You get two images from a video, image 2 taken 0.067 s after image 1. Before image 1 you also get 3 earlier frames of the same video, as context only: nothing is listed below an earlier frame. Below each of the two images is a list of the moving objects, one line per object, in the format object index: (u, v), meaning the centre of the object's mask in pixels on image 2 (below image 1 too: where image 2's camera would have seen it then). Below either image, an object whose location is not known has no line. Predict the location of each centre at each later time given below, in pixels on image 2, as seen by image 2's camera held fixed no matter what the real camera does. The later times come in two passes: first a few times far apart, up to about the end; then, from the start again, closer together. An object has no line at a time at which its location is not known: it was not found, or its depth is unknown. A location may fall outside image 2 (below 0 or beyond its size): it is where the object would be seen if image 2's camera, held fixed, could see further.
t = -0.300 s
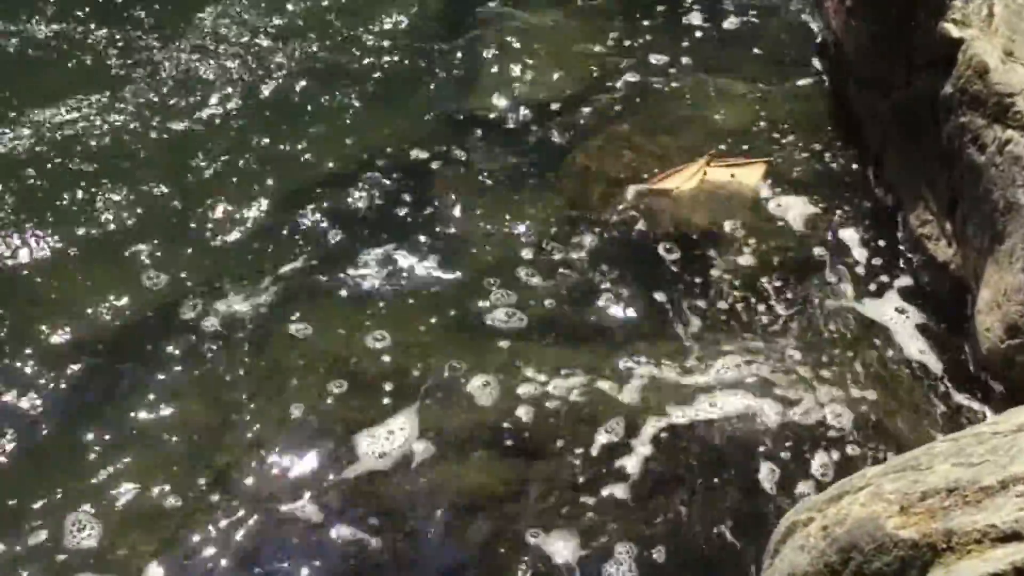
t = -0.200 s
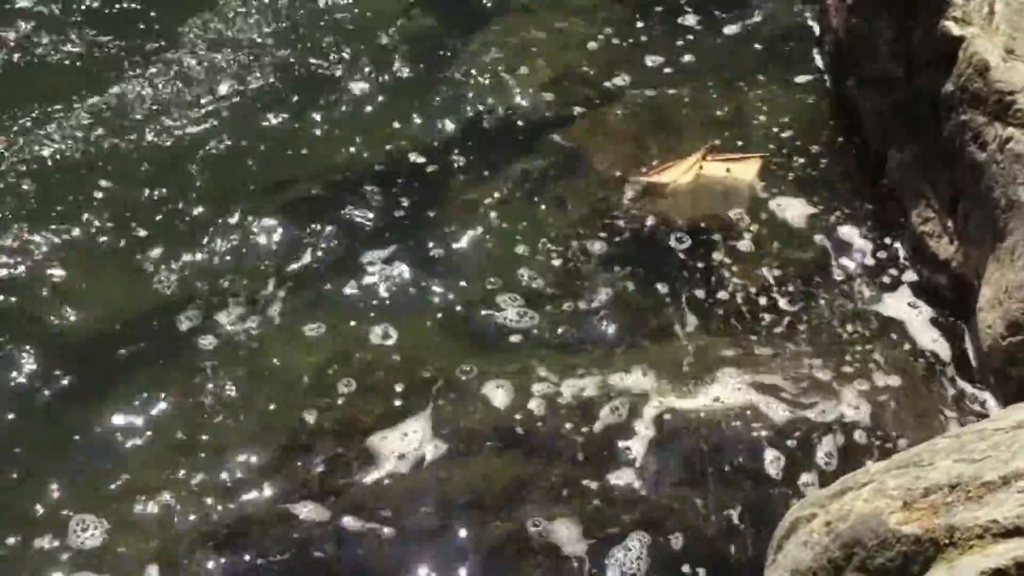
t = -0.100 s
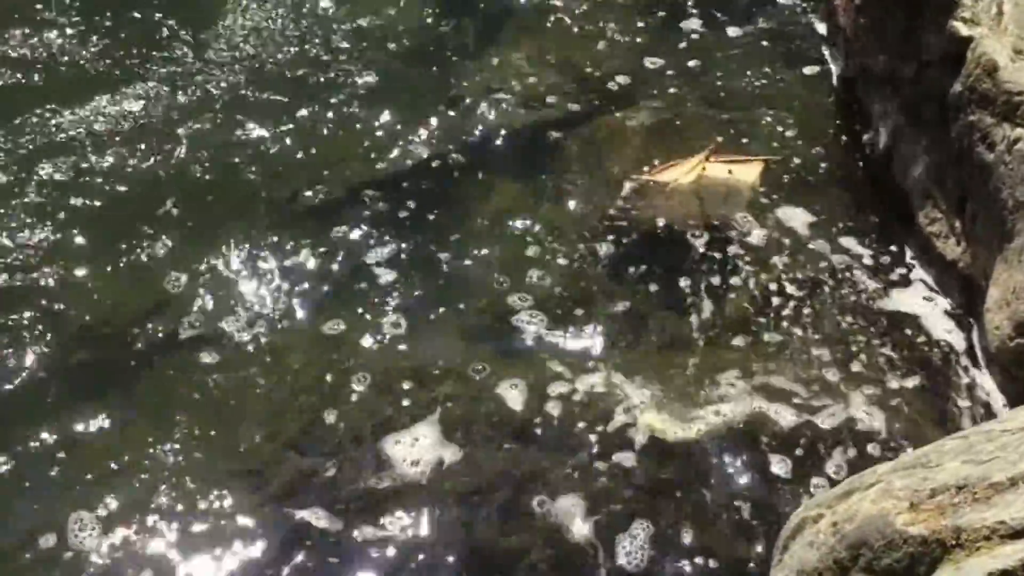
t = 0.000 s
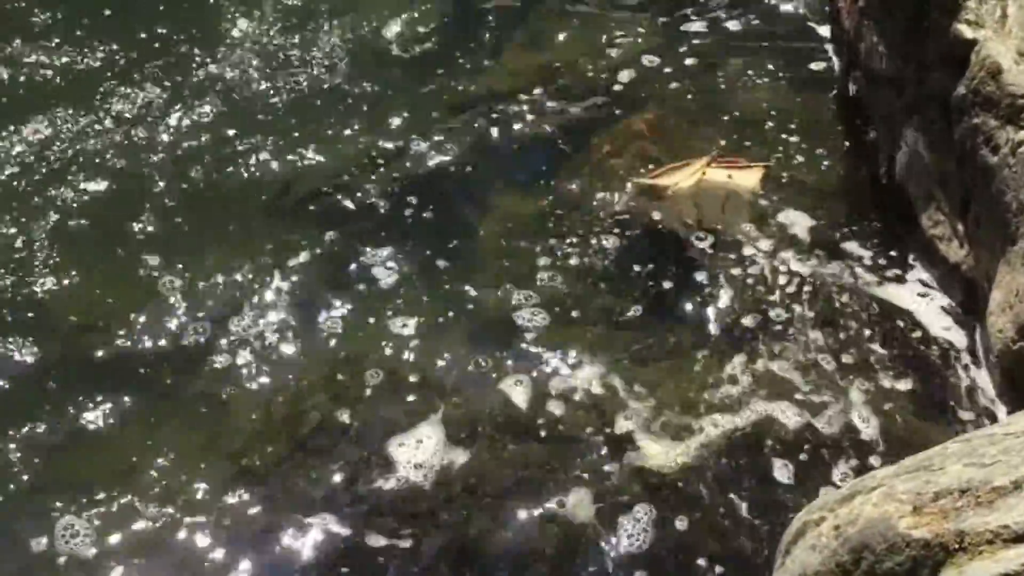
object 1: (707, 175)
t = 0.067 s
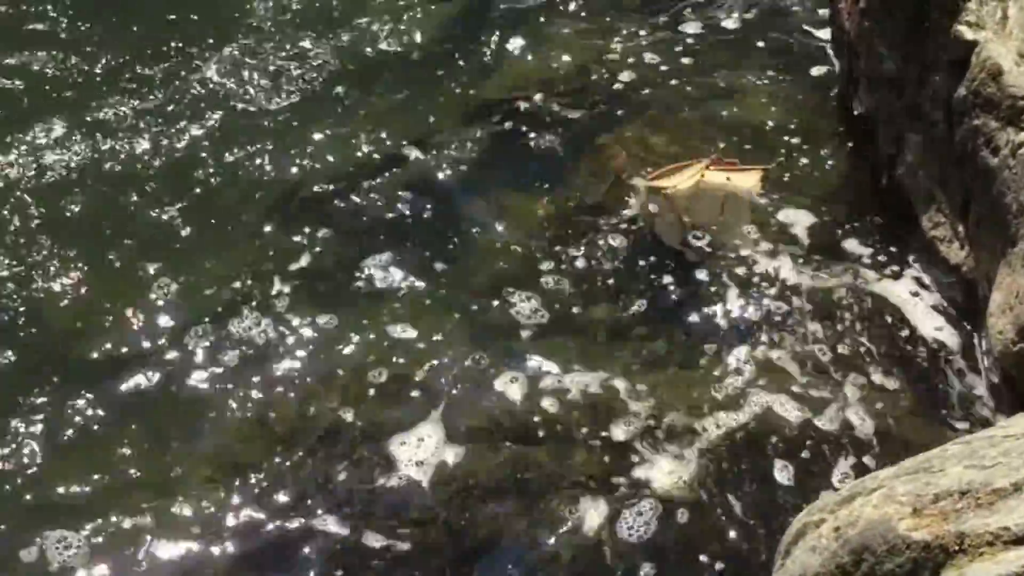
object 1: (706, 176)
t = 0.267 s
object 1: (697, 168)
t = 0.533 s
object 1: (681, 166)
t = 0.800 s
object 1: (664, 166)
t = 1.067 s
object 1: (654, 156)
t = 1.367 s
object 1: (635, 157)
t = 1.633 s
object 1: (618, 146)
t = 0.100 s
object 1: (706, 176)
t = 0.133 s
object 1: (705, 176)
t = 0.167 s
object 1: (703, 175)
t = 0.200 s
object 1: (701, 173)
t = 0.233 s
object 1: (699, 171)
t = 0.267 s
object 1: (697, 168)
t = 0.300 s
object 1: (695, 165)
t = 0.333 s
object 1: (692, 163)
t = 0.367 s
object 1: (690, 161)
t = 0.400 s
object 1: (688, 161)
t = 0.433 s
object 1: (686, 160)
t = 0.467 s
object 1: (685, 161)
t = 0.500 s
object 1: (683, 163)
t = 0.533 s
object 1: (681, 166)
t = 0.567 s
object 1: (678, 168)
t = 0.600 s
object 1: (674, 169)
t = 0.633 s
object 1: (670, 170)
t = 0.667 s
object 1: (667, 170)
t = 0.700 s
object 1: (665, 169)
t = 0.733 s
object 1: (664, 168)
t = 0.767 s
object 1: (664, 167)
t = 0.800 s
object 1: (664, 166)
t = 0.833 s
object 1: (664, 165)
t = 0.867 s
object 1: (664, 164)
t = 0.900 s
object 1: (664, 162)
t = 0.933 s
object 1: (665, 162)
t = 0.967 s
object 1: (664, 160)
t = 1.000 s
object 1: (661, 158)
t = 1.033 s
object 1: (658, 157)
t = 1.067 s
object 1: (654, 156)
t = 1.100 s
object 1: (650, 154)
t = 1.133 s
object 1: (648, 153)
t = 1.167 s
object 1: (644, 153)
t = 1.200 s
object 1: (641, 154)
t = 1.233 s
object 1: (639, 155)
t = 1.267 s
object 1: (638, 156)
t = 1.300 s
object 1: (636, 157)
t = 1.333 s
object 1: (637, 158)
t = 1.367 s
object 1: (635, 157)
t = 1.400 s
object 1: (634, 157)
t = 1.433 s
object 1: (633, 155)
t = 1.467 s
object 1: (631, 153)
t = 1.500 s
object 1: (630, 151)
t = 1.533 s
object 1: (628, 149)
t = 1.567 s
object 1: (625, 148)
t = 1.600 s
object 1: (621, 147)
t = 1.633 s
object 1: (618, 146)
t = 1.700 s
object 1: (611, 144)
